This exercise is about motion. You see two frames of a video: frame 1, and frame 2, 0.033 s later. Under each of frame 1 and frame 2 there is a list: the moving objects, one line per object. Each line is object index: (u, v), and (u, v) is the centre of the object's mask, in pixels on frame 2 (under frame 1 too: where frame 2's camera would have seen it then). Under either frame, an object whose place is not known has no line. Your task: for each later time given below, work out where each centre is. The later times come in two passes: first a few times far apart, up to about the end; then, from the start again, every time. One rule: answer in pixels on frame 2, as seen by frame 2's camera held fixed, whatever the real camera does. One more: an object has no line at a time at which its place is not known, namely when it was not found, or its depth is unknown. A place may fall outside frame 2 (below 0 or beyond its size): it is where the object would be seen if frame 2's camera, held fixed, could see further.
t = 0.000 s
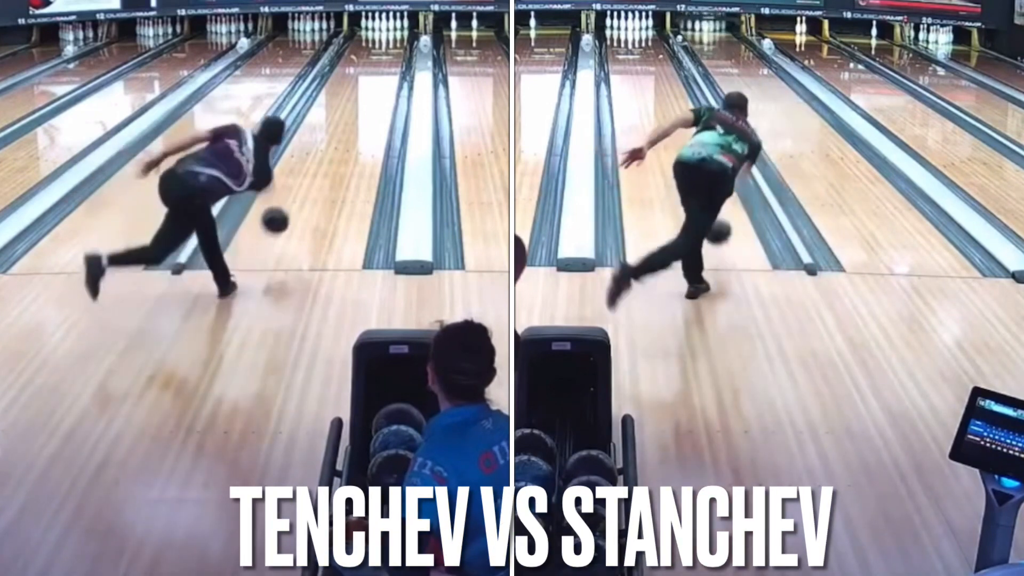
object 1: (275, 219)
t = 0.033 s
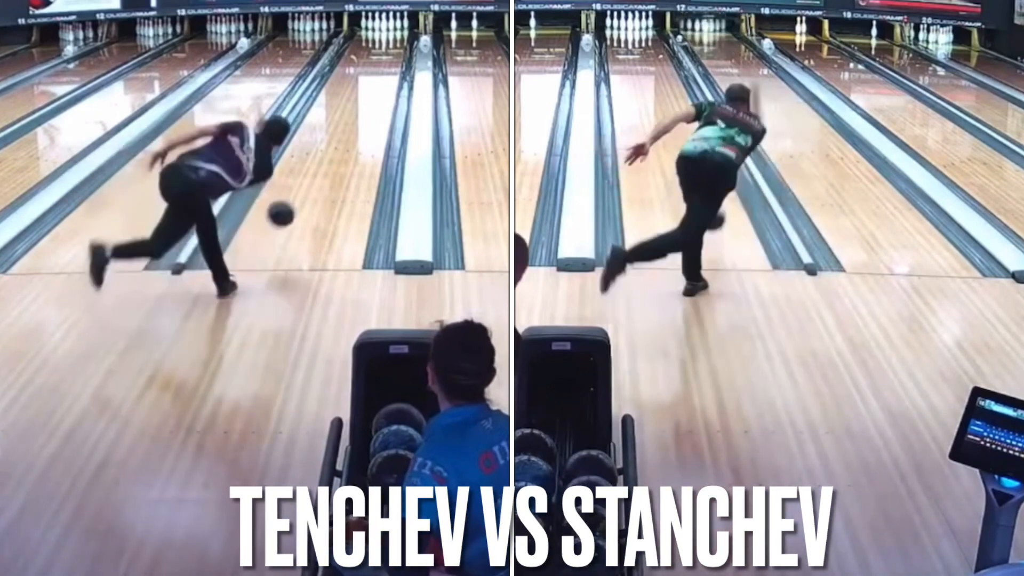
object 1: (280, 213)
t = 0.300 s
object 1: (318, 177)
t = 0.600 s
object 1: (346, 134)
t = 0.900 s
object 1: (365, 103)
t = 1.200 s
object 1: (380, 80)
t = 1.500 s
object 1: (389, 63)
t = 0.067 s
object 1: (286, 208)
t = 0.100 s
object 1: (291, 204)
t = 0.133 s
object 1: (296, 202)
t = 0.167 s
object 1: (300, 201)
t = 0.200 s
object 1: (305, 195)
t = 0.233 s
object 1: (310, 189)
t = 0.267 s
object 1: (314, 183)
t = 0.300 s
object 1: (318, 177)
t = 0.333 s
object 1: (321, 171)
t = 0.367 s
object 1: (325, 166)
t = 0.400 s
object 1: (329, 161)
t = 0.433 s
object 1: (332, 156)
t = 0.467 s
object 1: (335, 151)
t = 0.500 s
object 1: (338, 147)
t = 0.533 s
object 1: (341, 142)
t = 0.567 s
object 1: (343, 138)
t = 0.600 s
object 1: (346, 134)
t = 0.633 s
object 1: (348, 130)
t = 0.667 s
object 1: (351, 126)
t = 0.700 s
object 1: (353, 123)
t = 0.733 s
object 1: (355, 119)
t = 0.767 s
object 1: (357, 116)
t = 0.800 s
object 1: (359, 112)
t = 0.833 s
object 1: (361, 109)
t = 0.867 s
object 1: (363, 106)
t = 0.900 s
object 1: (365, 103)
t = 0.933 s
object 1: (368, 100)
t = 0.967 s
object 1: (369, 97)
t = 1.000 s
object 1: (371, 95)
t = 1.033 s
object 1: (373, 92)
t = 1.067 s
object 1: (374, 89)
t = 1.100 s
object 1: (376, 87)
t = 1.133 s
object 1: (377, 84)
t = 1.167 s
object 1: (378, 82)
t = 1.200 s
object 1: (380, 80)
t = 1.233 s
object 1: (381, 78)
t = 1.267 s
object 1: (382, 76)
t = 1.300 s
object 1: (383, 73)
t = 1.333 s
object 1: (384, 72)
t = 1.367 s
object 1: (386, 70)
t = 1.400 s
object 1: (387, 68)
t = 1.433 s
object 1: (388, 66)
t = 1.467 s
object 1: (388, 64)
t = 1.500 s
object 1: (389, 63)
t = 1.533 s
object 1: (390, 61)
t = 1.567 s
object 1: (391, 60)
